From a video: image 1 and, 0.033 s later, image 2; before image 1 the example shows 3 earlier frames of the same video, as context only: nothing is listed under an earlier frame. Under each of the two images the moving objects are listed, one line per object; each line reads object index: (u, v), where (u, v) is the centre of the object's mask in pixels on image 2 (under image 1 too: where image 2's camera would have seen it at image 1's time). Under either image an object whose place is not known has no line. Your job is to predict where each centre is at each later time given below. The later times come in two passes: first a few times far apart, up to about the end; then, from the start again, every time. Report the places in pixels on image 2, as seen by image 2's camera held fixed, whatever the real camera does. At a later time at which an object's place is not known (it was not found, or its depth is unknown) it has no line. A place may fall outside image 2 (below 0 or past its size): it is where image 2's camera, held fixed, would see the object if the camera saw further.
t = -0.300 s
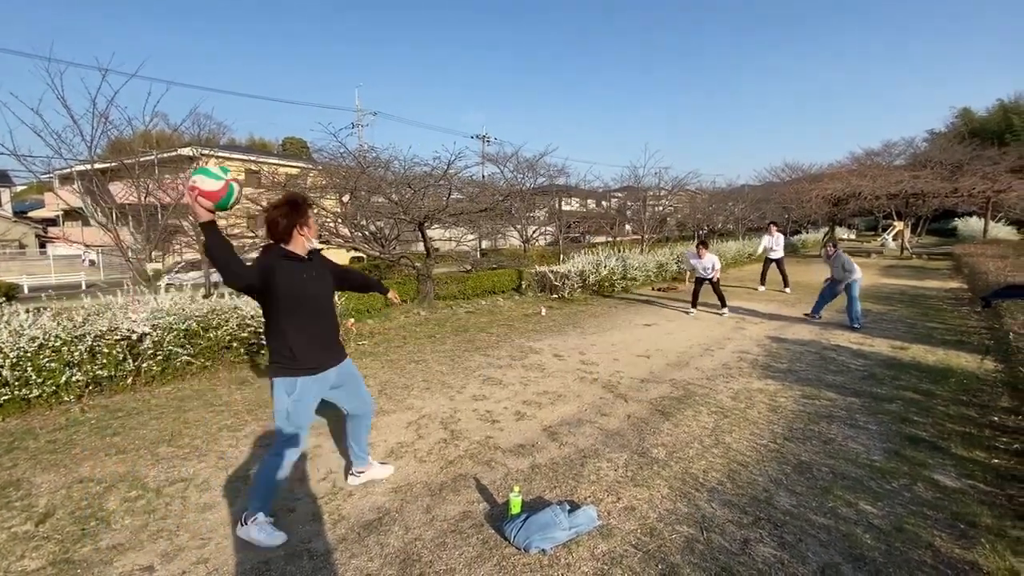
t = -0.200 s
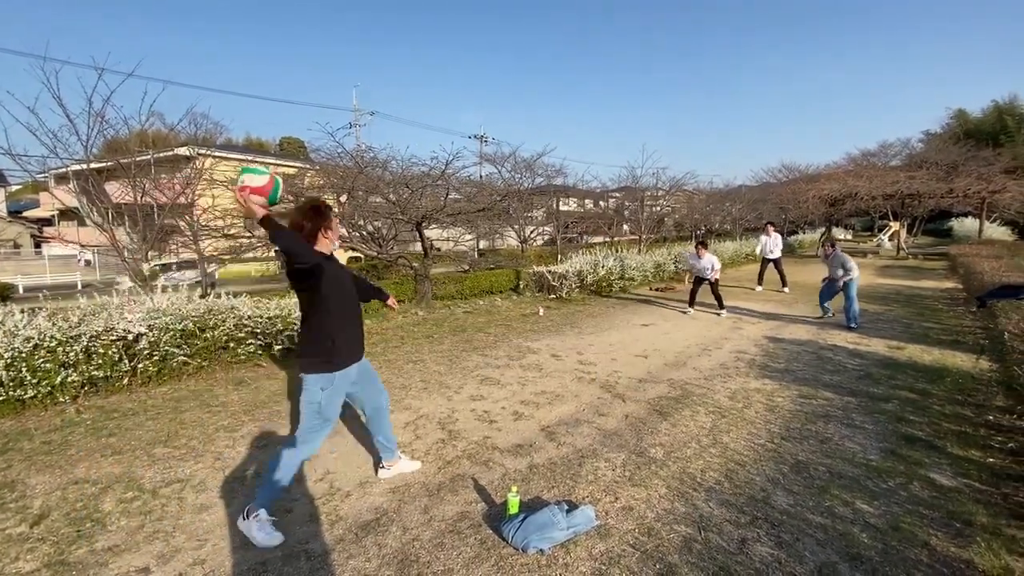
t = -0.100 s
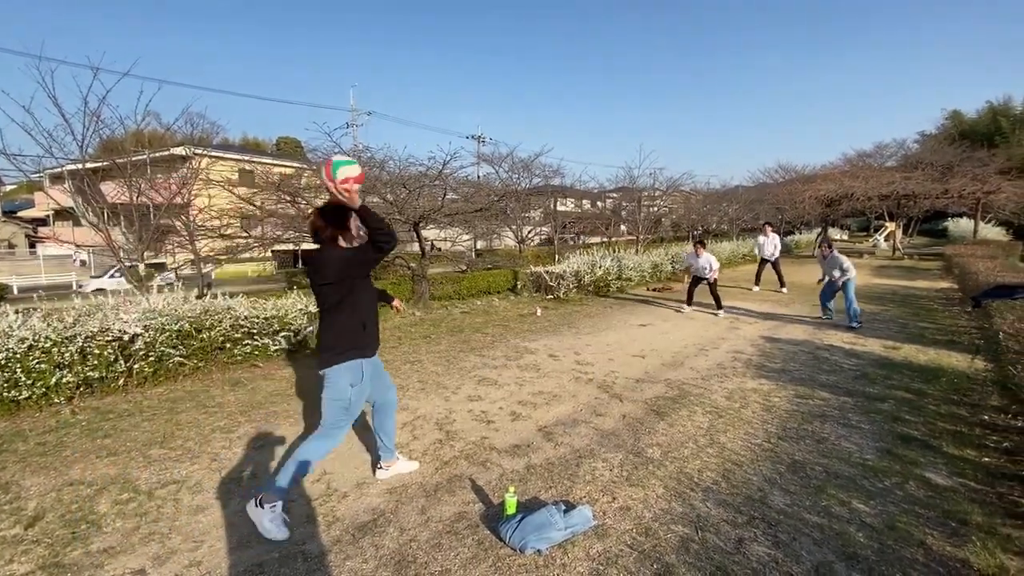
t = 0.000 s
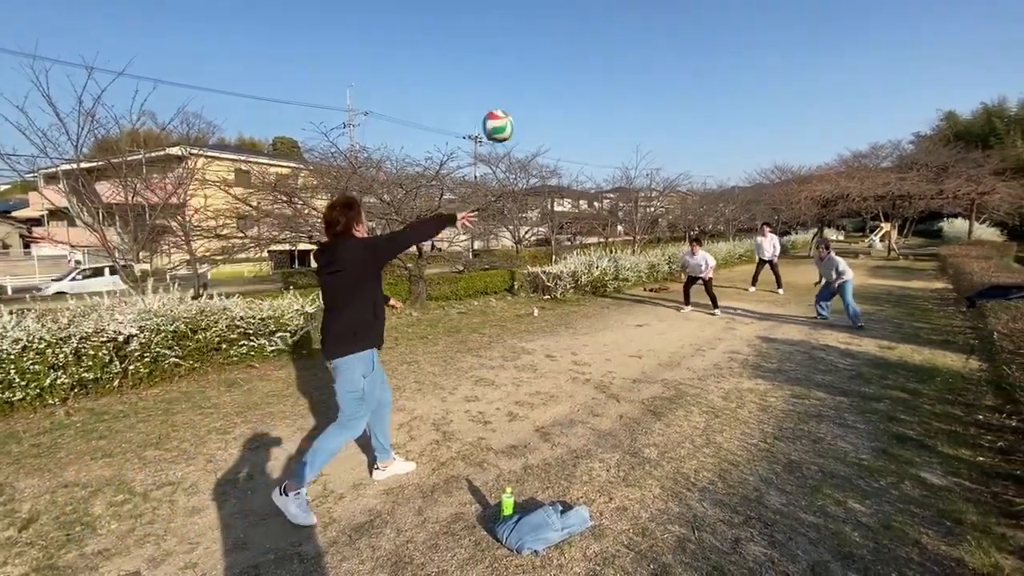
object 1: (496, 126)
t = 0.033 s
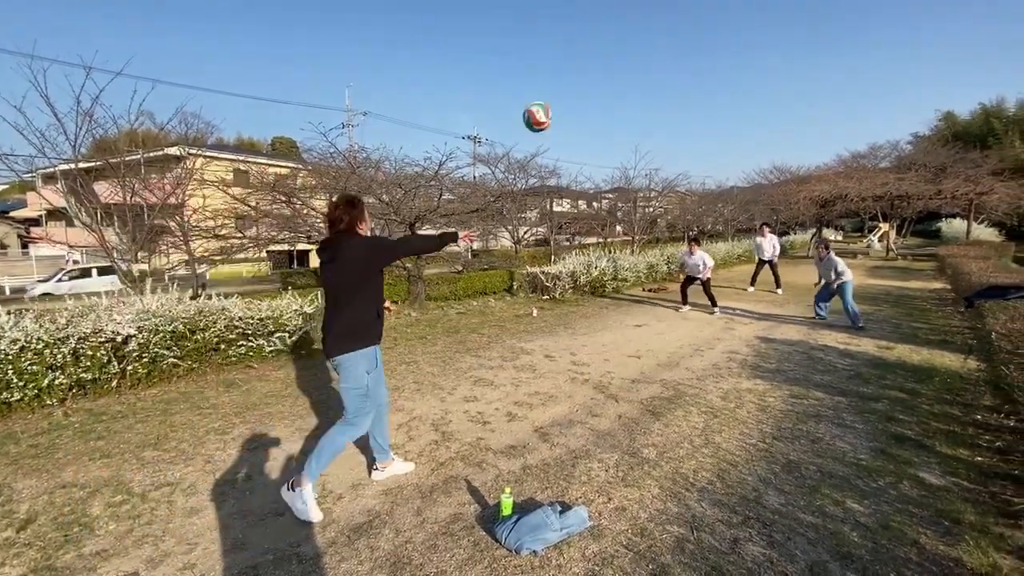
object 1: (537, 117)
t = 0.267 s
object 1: (689, 104)
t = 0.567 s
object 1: (757, 135)
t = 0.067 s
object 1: (570, 110)
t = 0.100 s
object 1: (598, 106)
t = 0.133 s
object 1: (622, 103)
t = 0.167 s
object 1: (642, 102)
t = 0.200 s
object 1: (660, 102)
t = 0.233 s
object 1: (675, 103)
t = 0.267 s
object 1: (689, 104)
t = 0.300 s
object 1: (701, 106)
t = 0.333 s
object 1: (711, 108)
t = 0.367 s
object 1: (719, 111)
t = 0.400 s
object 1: (727, 115)
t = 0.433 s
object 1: (735, 118)
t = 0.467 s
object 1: (741, 123)
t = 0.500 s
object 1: (747, 126)
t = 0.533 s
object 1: (752, 130)
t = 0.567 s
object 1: (757, 135)
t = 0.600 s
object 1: (761, 139)
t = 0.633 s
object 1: (765, 144)
